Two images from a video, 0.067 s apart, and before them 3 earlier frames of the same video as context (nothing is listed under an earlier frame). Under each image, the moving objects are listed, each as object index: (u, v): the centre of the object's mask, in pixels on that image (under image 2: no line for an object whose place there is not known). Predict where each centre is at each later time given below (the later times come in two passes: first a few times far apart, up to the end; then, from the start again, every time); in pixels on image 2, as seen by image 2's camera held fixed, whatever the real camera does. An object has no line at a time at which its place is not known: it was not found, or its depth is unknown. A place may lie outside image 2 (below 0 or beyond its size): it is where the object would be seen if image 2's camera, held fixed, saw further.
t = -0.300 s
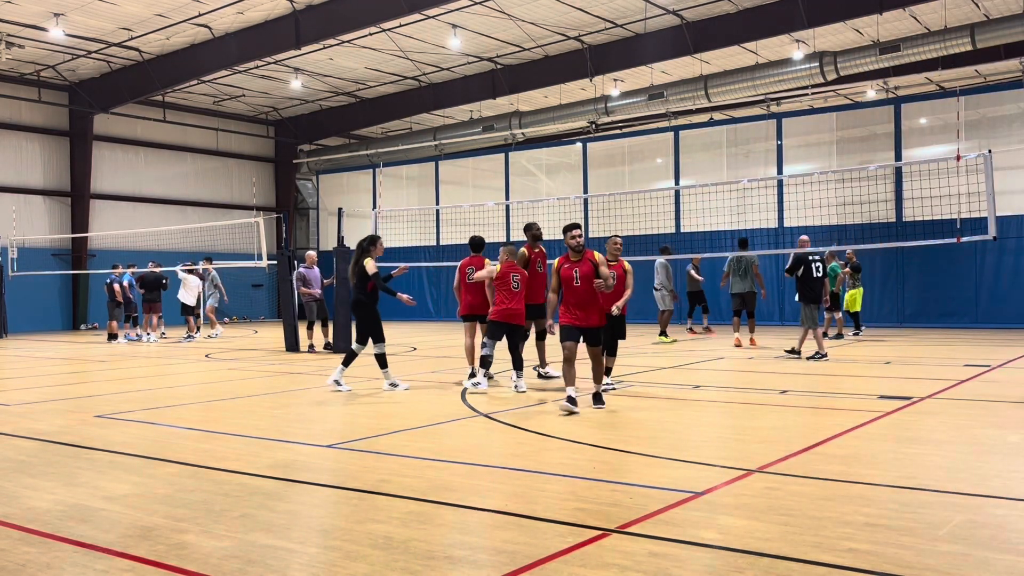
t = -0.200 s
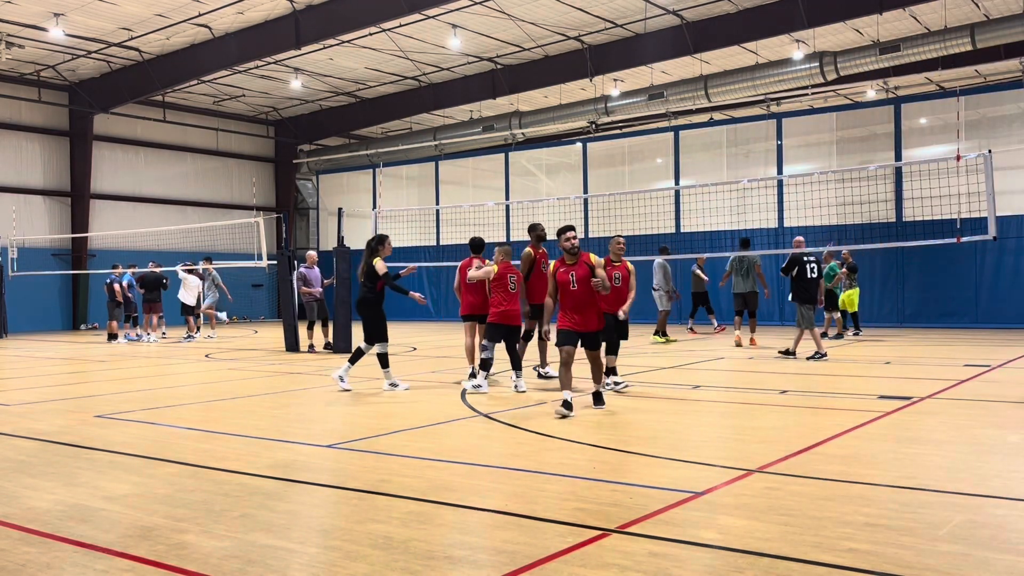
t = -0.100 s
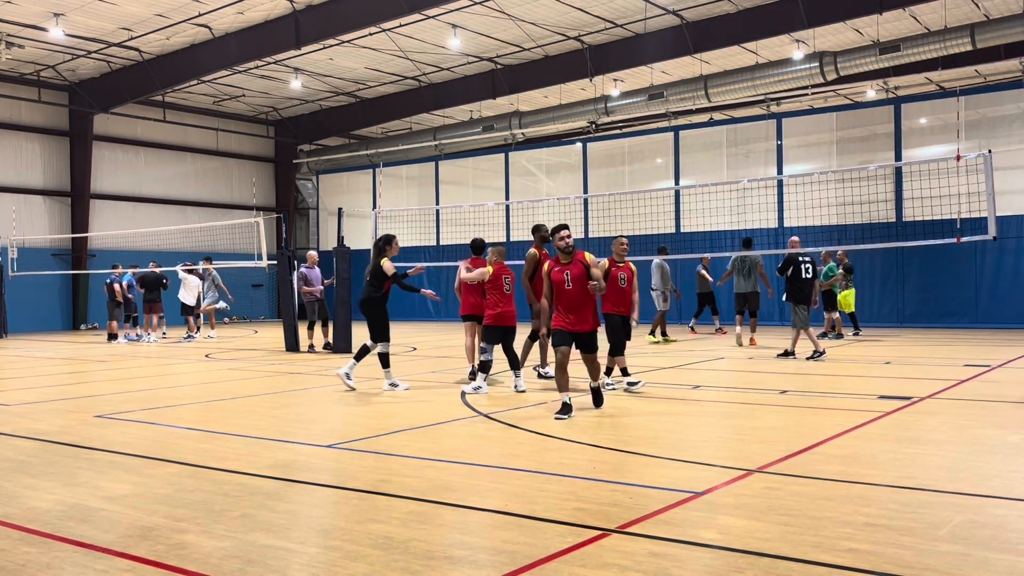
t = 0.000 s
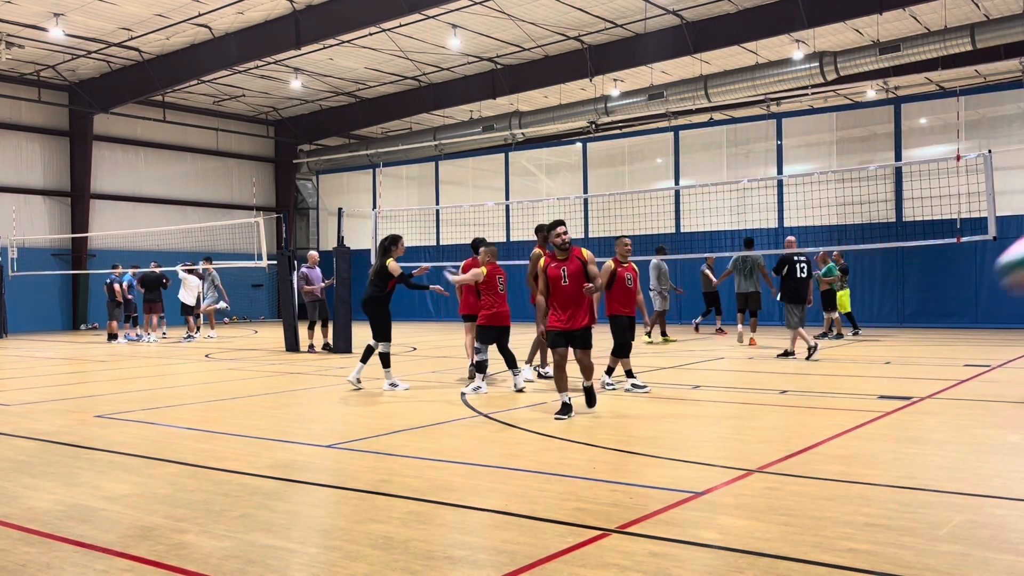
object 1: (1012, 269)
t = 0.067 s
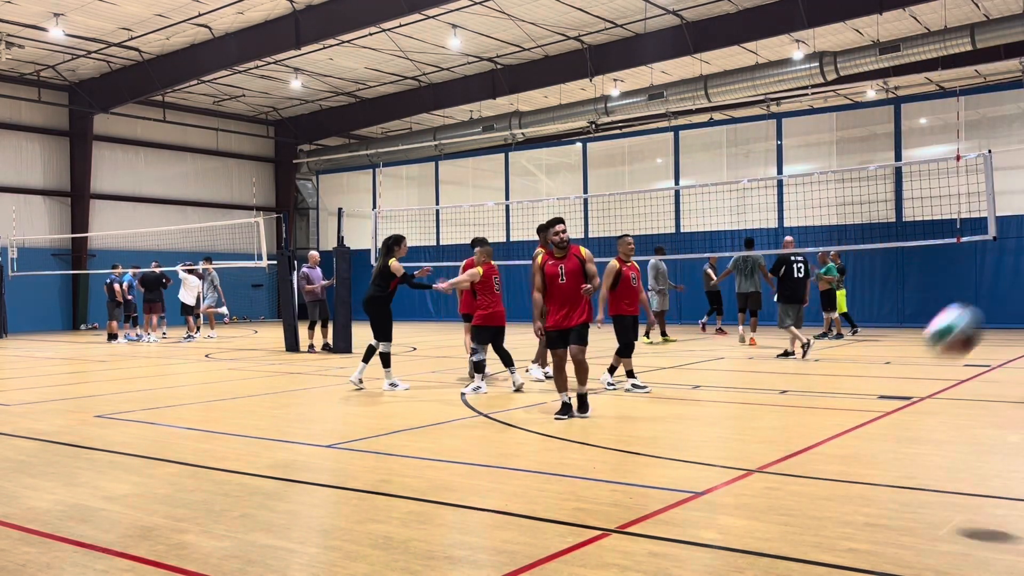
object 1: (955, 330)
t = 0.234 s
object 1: (820, 459)
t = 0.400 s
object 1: (758, 328)
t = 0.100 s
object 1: (922, 365)
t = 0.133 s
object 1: (892, 399)
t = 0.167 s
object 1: (864, 432)
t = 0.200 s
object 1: (840, 463)
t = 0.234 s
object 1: (820, 459)
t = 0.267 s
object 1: (806, 428)
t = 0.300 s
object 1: (793, 398)
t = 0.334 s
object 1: (782, 373)
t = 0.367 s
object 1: (769, 347)
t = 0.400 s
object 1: (758, 328)
